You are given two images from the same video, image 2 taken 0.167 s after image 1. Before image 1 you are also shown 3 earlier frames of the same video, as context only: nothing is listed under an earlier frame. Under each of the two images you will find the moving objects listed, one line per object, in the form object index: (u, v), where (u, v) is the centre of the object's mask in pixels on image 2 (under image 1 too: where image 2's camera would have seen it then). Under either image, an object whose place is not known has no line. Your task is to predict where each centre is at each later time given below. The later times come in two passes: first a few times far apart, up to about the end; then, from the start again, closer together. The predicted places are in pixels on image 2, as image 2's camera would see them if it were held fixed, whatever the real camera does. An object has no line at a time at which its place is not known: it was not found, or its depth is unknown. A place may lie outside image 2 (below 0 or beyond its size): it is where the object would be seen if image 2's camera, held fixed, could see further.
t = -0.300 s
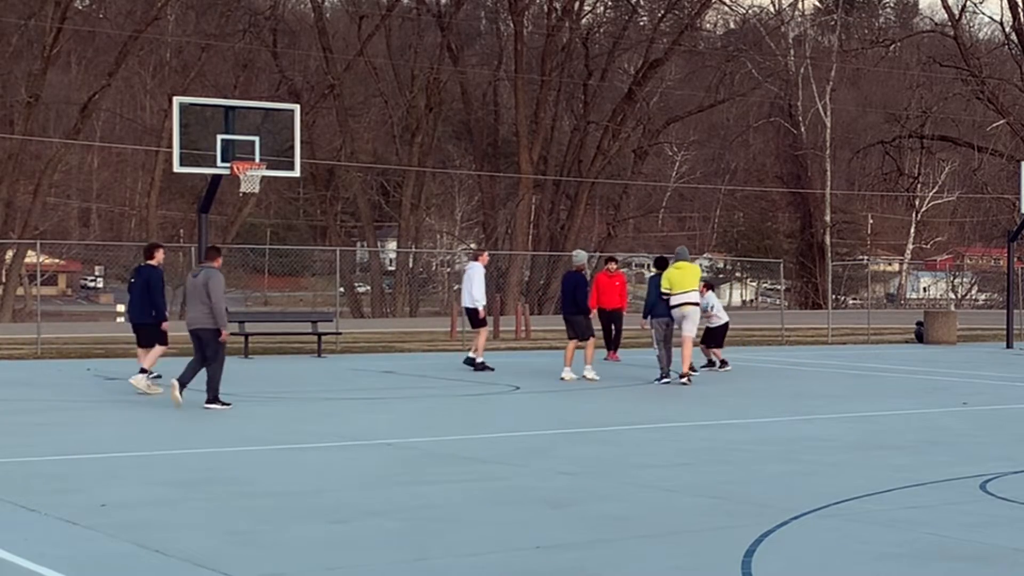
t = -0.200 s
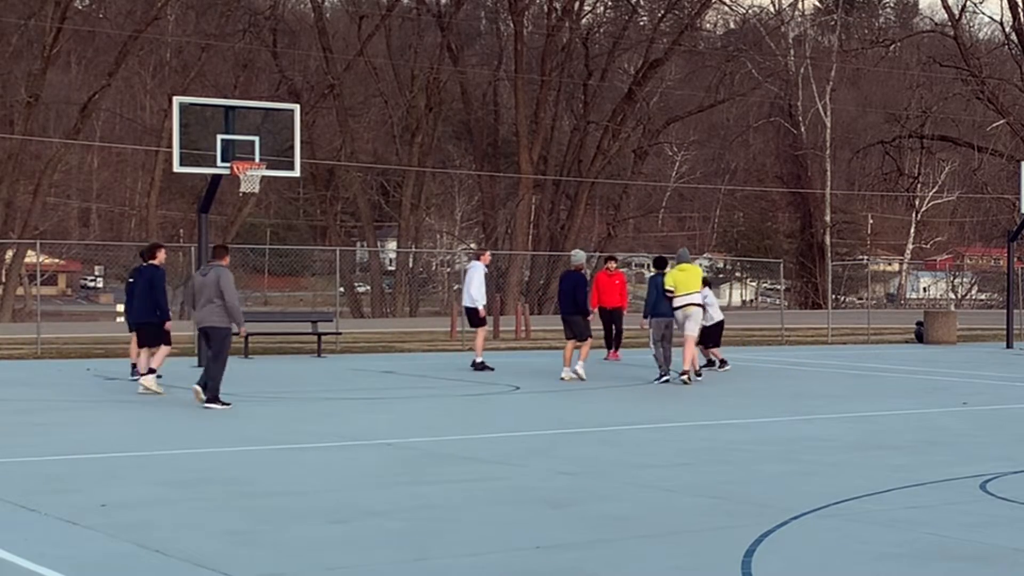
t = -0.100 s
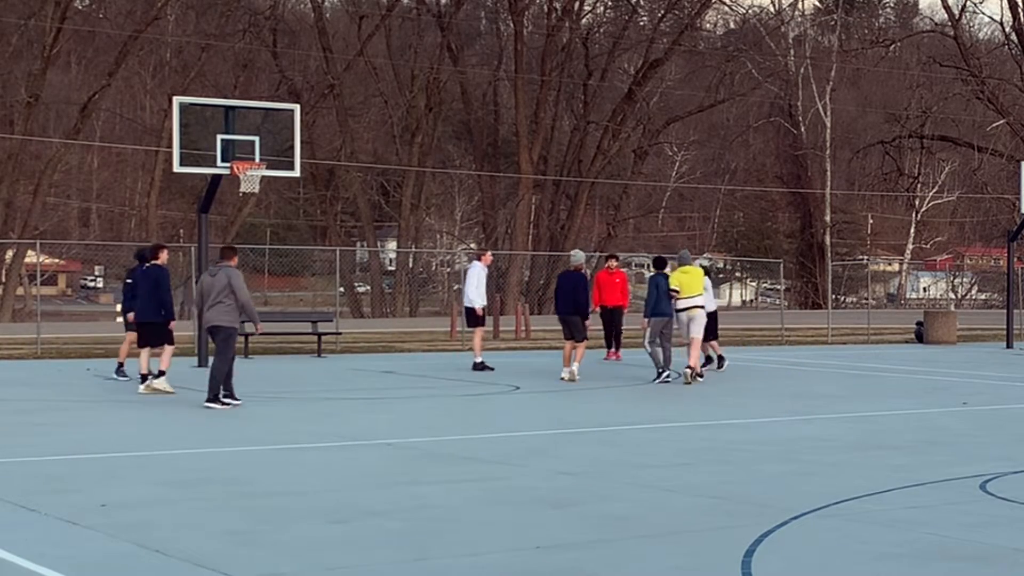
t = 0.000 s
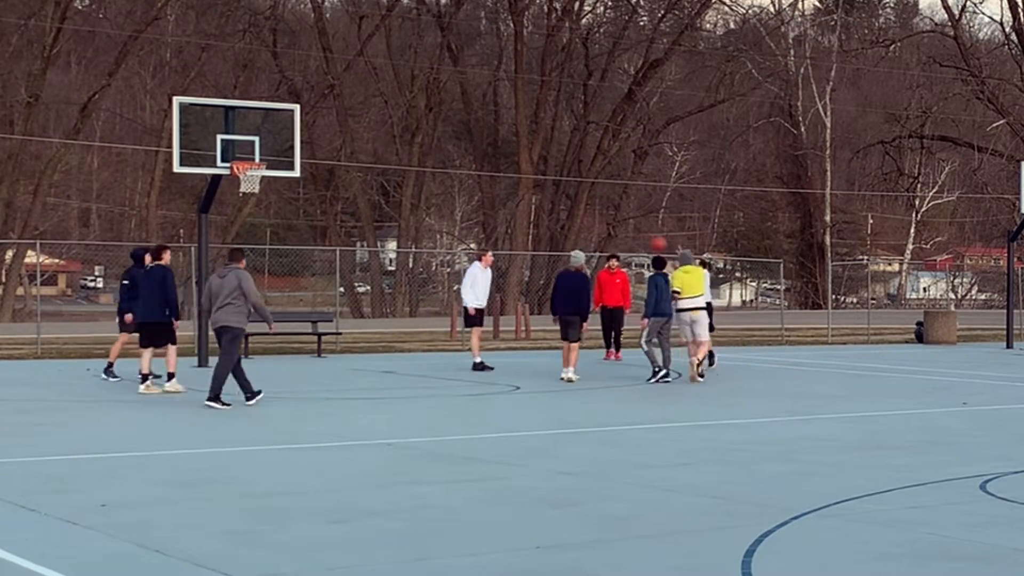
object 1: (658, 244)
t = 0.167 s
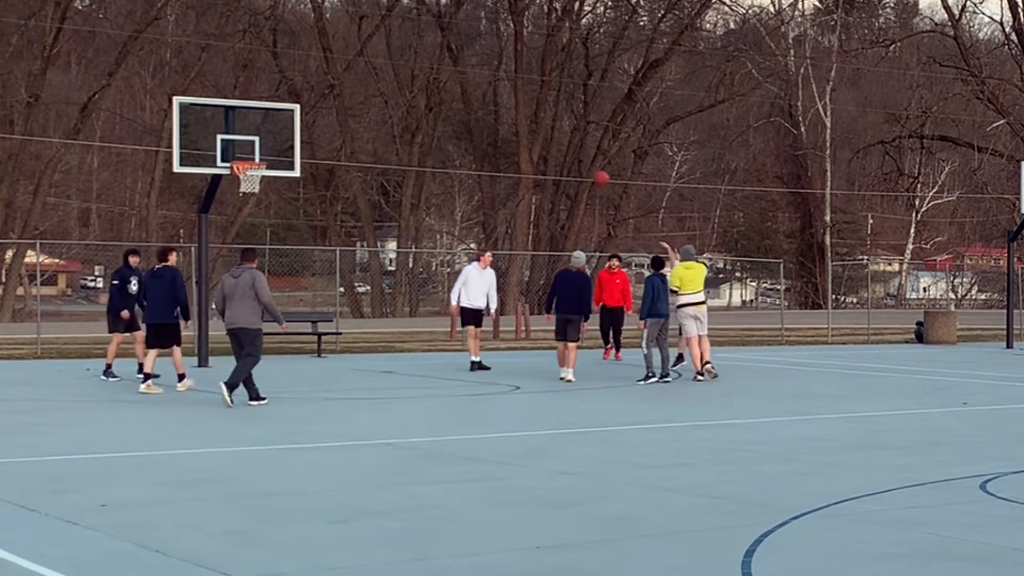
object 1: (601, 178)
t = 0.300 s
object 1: (555, 138)
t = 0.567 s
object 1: (462, 91)
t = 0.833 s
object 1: (367, 89)
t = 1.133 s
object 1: (260, 145)
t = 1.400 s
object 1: (199, 141)
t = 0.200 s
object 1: (588, 168)
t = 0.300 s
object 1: (555, 138)
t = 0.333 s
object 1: (542, 129)
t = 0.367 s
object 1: (532, 122)
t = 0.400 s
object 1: (520, 115)
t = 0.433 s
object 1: (507, 109)
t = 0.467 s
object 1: (495, 103)
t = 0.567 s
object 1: (462, 91)
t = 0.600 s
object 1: (450, 88)
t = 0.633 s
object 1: (438, 86)
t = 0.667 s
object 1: (427, 84)
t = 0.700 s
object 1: (415, 85)
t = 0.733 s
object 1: (403, 85)
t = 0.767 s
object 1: (391, 85)
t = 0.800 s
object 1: (379, 87)
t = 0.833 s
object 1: (367, 89)
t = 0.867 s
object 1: (356, 93)
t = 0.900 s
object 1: (344, 96)
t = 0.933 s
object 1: (332, 101)
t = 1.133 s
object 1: (260, 145)
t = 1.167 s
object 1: (247, 154)
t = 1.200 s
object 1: (240, 153)
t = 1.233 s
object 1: (234, 148)
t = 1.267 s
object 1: (228, 146)
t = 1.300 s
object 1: (220, 144)
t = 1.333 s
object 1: (213, 142)
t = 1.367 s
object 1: (206, 142)
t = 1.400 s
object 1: (199, 141)
